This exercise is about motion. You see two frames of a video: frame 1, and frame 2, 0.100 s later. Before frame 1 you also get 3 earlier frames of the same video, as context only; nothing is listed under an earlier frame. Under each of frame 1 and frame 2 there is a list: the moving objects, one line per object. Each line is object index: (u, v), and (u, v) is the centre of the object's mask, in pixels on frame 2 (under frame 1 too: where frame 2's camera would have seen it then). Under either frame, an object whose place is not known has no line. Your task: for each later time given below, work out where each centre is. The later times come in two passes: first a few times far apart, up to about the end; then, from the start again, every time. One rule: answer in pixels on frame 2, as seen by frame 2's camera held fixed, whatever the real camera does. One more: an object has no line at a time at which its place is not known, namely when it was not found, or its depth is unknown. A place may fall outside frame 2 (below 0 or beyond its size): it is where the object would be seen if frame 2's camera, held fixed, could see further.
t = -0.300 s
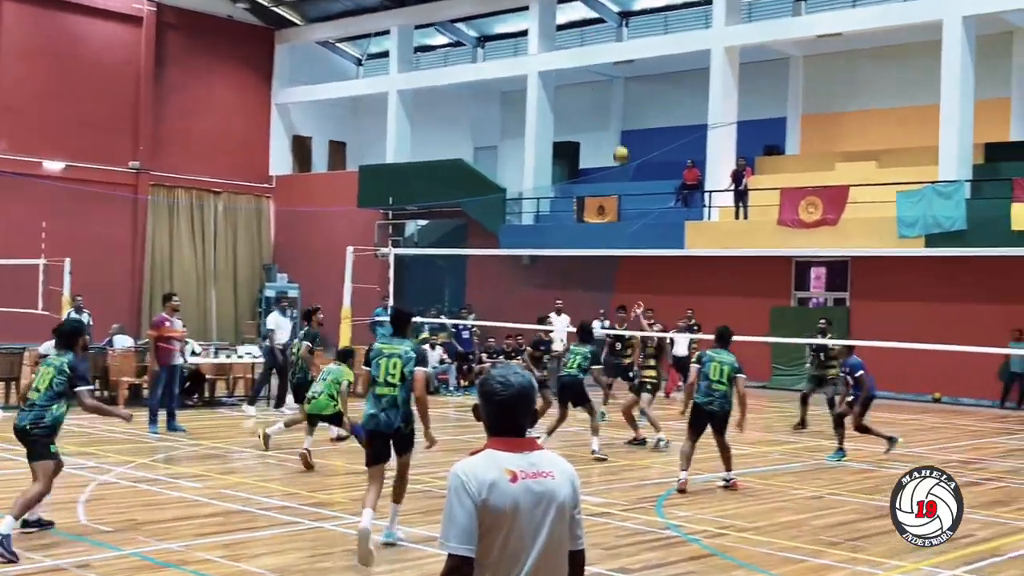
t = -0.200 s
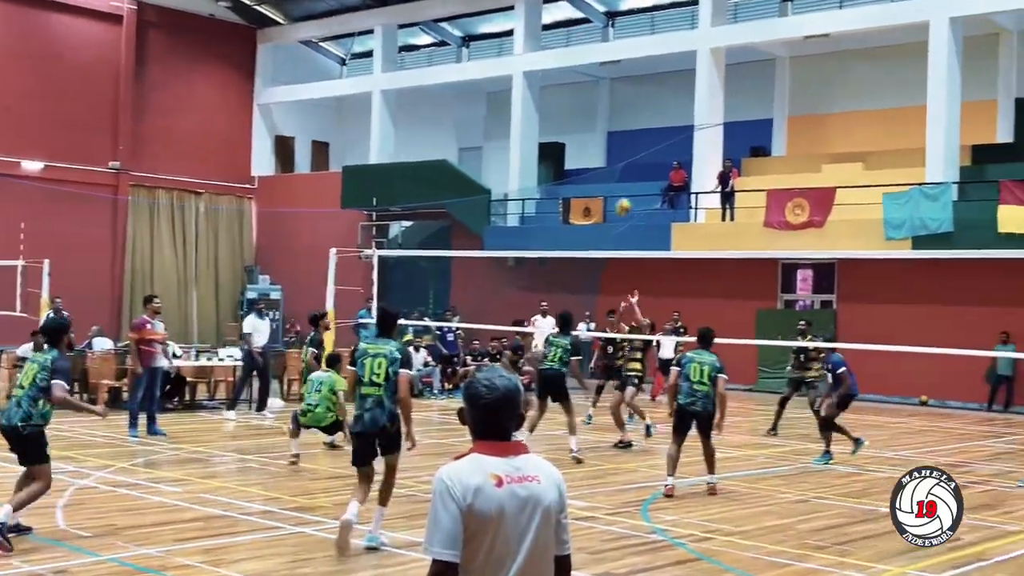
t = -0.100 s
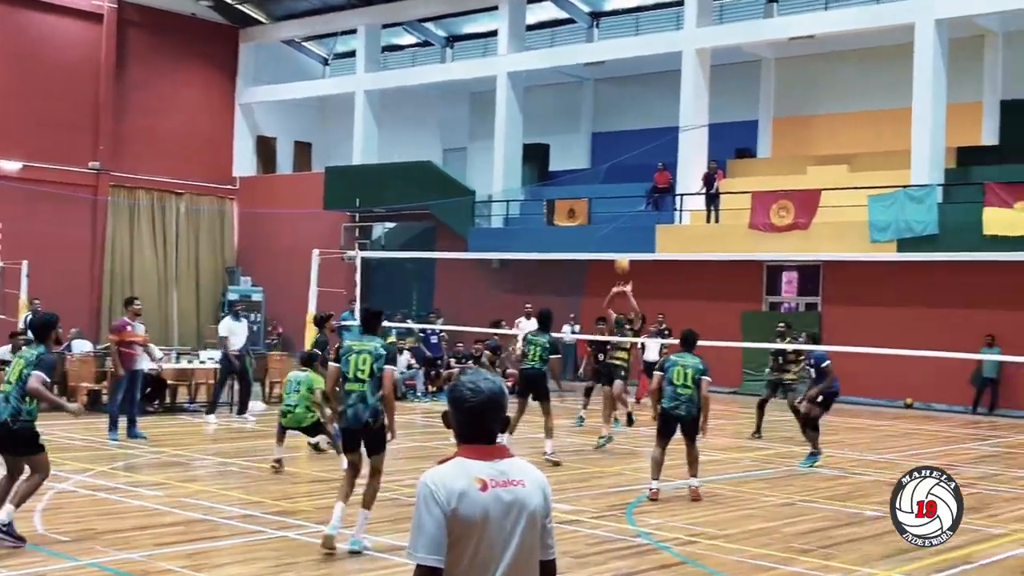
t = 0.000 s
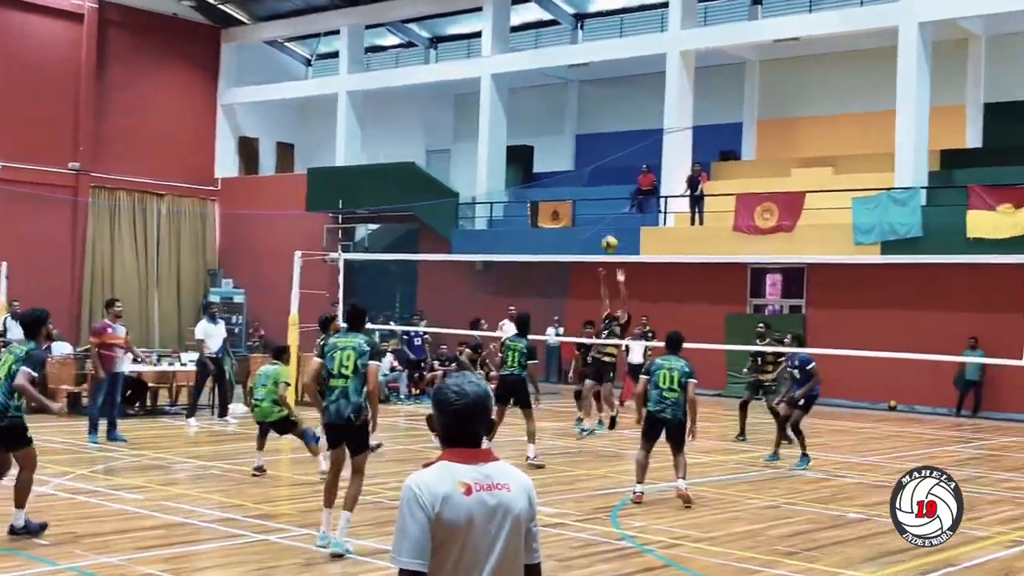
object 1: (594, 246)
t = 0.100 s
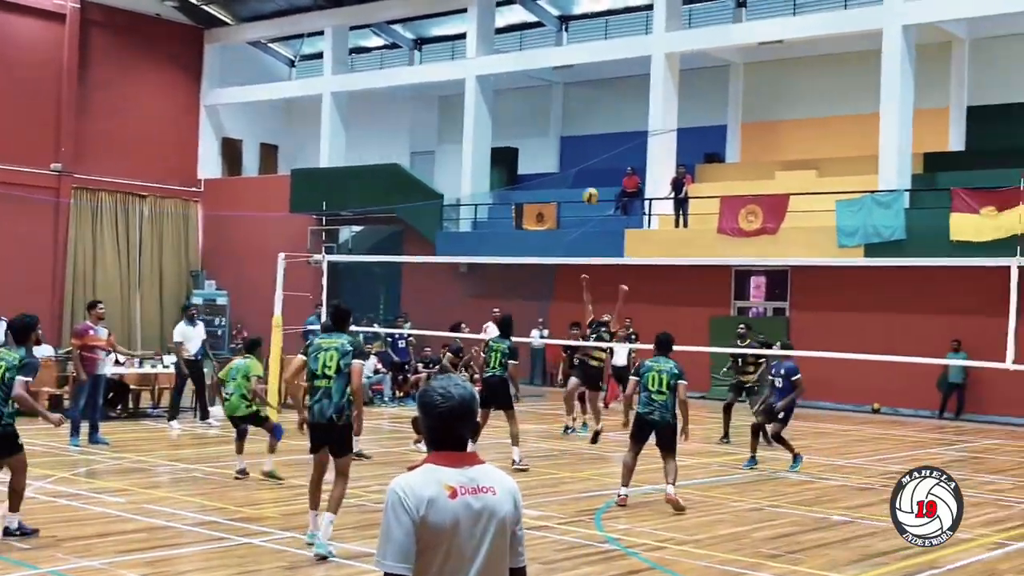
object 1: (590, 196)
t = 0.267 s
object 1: (584, 129)
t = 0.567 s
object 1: (568, 69)
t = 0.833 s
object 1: (553, 71)
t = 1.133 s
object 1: (533, 136)
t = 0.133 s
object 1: (589, 181)
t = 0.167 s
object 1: (588, 167)
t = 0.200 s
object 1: (586, 154)
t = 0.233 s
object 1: (585, 142)
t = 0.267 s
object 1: (584, 129)
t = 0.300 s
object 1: (582, 119)
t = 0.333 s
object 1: (580, 110)
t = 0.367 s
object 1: (579, 101)
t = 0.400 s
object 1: (577, 93)
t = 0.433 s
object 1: (575, 87)
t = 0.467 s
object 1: (574, 80)
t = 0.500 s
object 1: (572, 76)
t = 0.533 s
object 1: (570, 72)
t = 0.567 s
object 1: (568, 69)
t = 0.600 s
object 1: (566, 67)
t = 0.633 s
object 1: (565, 65)
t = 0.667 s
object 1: (563, 64)
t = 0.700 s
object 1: (561, 64)
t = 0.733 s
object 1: (559, 64)
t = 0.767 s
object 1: (557, 66)
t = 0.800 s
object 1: (555, 68)
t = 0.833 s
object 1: (553, 71)
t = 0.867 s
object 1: (552, 74)
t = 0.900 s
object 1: (549, 79)
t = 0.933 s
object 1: (545, 85)
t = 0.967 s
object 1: (544, 92)
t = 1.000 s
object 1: (542, 99)
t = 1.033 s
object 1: (540, 106)
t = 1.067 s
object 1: (538, 116)
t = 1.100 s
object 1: (535, 125)
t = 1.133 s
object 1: (533, 136)
